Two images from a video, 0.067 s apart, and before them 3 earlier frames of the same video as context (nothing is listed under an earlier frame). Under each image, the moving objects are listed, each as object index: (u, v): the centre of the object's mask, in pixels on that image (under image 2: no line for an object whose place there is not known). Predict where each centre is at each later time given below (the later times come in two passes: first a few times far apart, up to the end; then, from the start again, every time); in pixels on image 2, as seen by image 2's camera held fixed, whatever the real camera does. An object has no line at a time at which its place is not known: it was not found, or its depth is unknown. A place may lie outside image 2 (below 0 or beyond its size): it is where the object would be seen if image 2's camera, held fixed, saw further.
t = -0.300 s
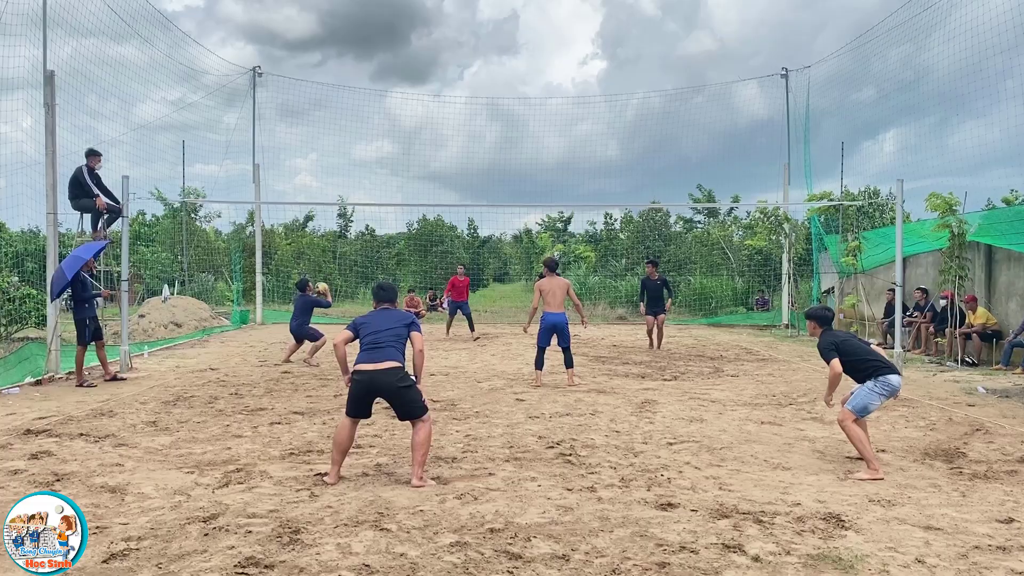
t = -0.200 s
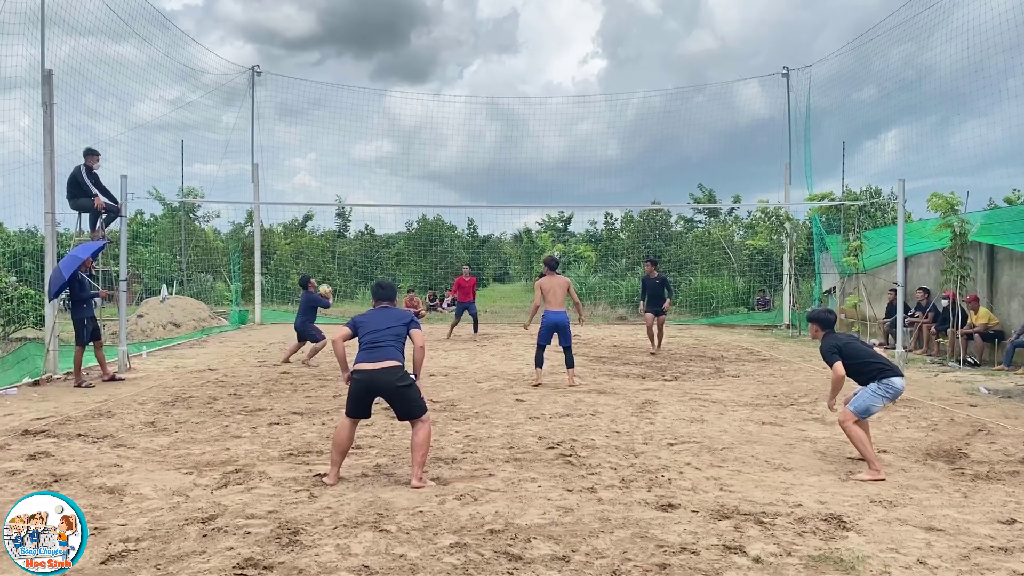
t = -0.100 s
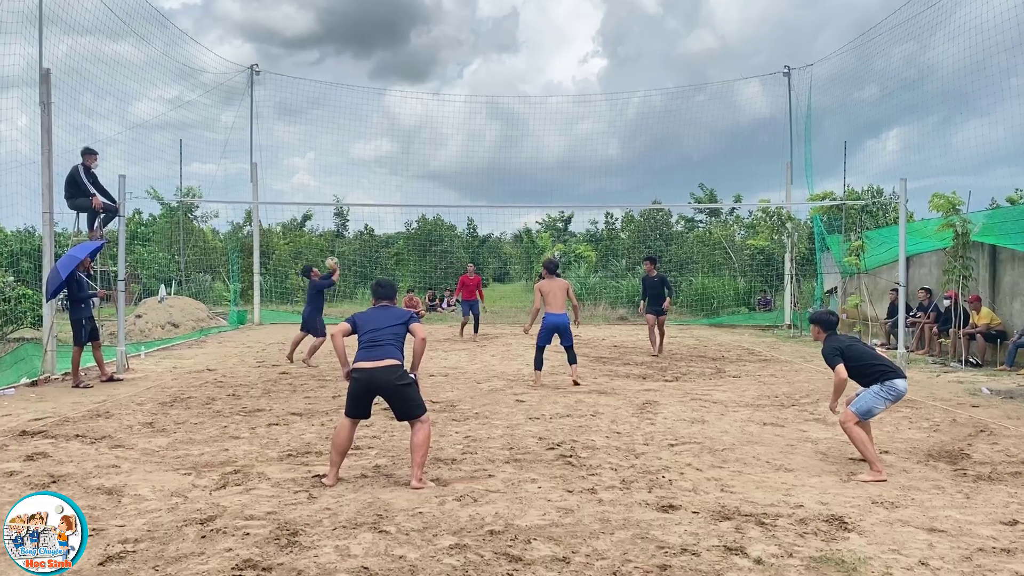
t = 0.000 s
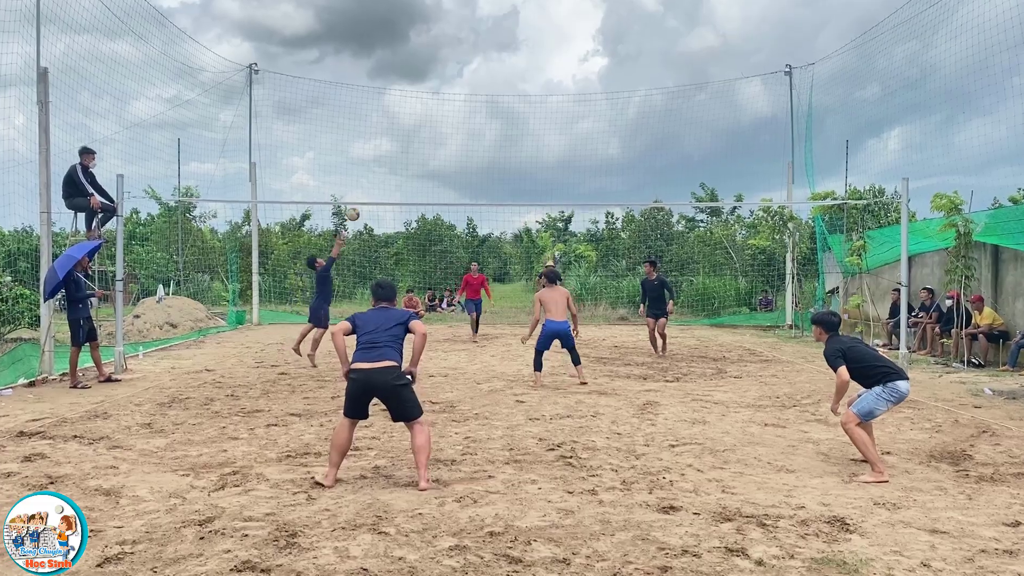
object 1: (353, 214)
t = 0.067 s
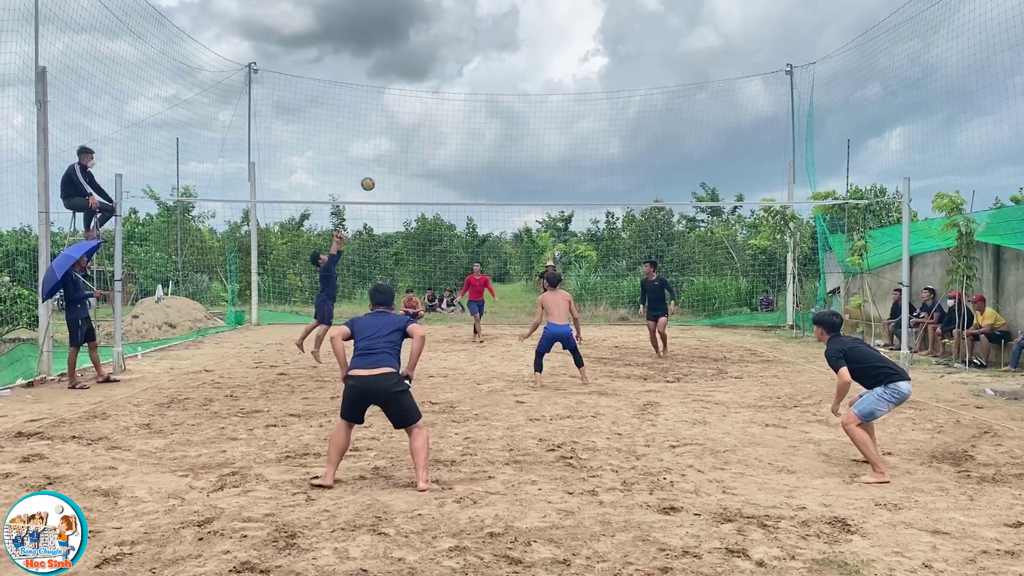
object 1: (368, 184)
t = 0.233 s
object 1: (405, 120)
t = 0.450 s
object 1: (454, 64)
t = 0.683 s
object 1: (505, 40)
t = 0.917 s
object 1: (555, 53)
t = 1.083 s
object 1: (589, 85)
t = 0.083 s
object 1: (372, 177)
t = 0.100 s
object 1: (375, 170)
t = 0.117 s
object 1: (379, 163)
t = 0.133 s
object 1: (383, 157)
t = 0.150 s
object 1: (386, 150)
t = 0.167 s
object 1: (390, 144)
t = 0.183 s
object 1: (394, 138)
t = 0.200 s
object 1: (398, 132)
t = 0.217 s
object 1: (401, 126)
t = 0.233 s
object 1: (405, 120)
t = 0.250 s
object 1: (409, 115)
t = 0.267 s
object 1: (413, 109)
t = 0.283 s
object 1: (416, 105)
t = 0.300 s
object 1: (420, 100)
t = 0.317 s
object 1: (424, 95)
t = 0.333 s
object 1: (428, 91)
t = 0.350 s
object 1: (431, 86)
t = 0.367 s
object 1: (435, 82)
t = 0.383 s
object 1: (439, 78)
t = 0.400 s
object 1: (443, 75)
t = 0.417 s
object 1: (446, 71)
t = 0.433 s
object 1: (450, 68)
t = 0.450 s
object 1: (454, 64)
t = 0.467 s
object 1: (457, 61)
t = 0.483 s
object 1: (461, 59)
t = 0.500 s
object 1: (465, 56)
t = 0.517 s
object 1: (468, 53)
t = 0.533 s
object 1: (472, 51)
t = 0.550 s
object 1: (476, 49)
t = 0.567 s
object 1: (479, 47)
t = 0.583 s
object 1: (483, 46)
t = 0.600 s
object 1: (487, 44)
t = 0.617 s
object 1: (491, 43)
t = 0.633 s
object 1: (494, 42)
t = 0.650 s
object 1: (498, 41)
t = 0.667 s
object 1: (501, 40)
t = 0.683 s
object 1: (505, 40)
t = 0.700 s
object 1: (509, 40)
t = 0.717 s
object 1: (512, 40)
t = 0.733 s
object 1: (516, 40)
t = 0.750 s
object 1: (519, 40)
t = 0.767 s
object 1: (523, 40)
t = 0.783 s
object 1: (526, 41)
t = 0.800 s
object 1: (530, 42)
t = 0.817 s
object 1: (534, 43)
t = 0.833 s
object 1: (537, 44)
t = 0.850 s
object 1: (541, 45)
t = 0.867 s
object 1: (544, 47)
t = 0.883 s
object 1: (548, 49)
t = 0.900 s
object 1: (551, 51)
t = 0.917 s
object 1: (555, 53)
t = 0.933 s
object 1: (558, 56)
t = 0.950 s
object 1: (562, 58)
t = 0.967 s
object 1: (565, 61)
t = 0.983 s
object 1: (569, 64)
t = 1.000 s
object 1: (572, 67)
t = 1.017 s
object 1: (575, 70)
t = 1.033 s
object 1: (579, 74)
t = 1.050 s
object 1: (582, 77)
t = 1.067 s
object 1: (586, 81)
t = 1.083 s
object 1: (589, 85)
